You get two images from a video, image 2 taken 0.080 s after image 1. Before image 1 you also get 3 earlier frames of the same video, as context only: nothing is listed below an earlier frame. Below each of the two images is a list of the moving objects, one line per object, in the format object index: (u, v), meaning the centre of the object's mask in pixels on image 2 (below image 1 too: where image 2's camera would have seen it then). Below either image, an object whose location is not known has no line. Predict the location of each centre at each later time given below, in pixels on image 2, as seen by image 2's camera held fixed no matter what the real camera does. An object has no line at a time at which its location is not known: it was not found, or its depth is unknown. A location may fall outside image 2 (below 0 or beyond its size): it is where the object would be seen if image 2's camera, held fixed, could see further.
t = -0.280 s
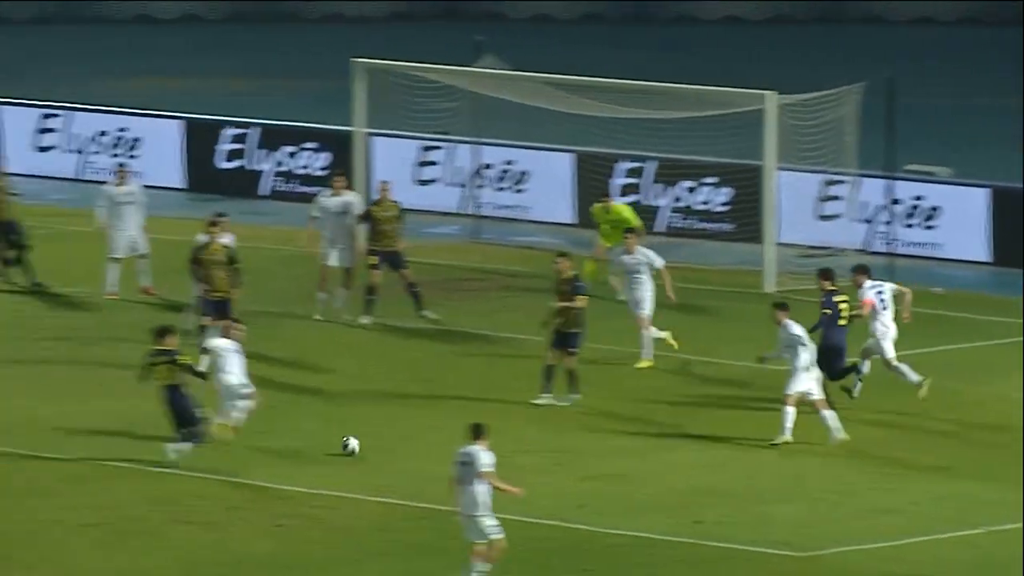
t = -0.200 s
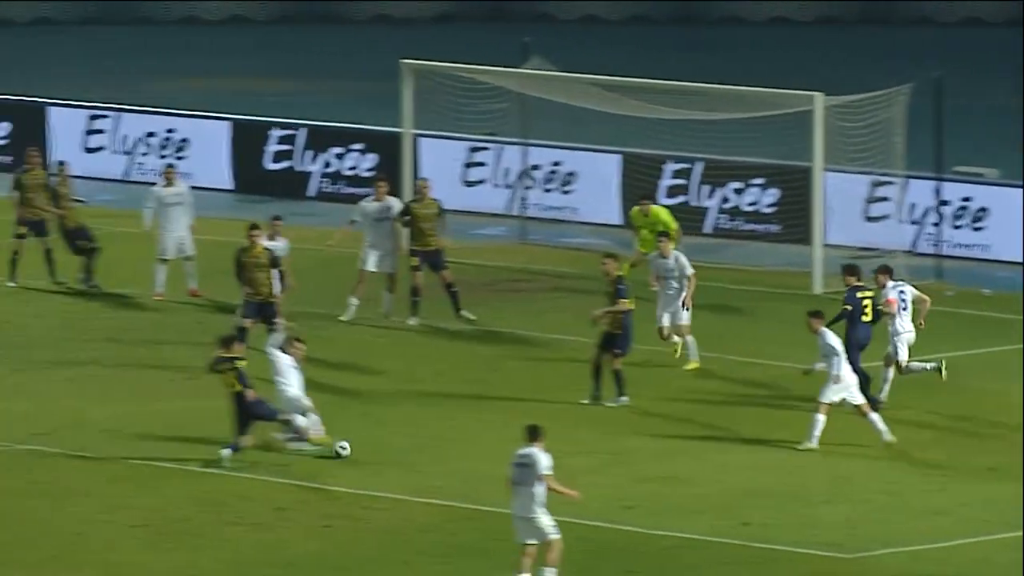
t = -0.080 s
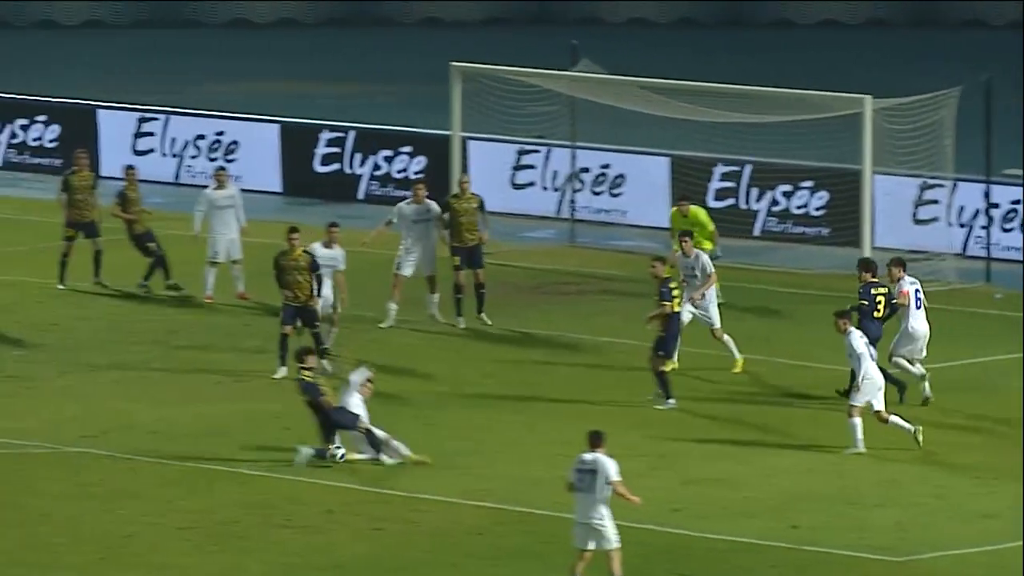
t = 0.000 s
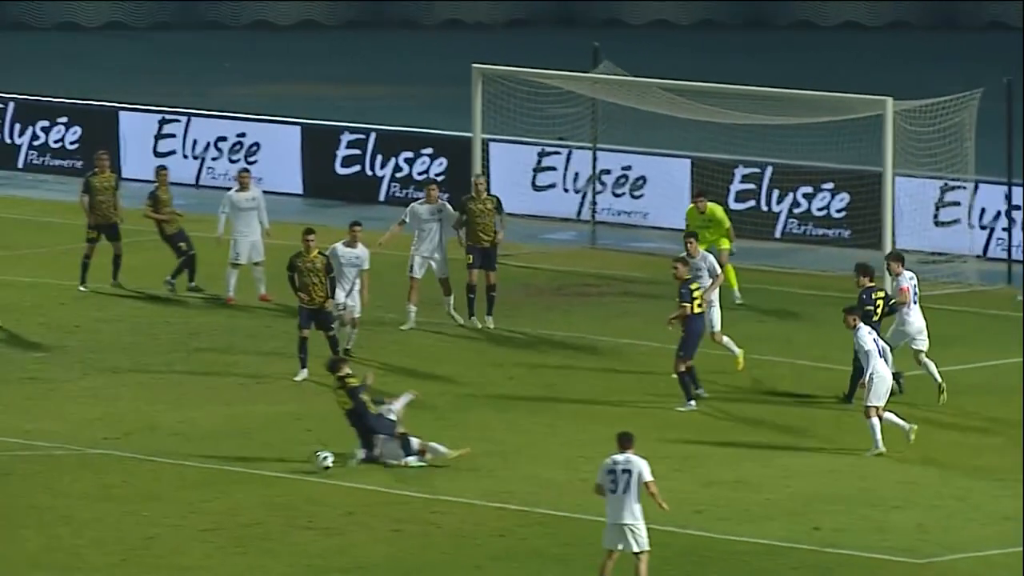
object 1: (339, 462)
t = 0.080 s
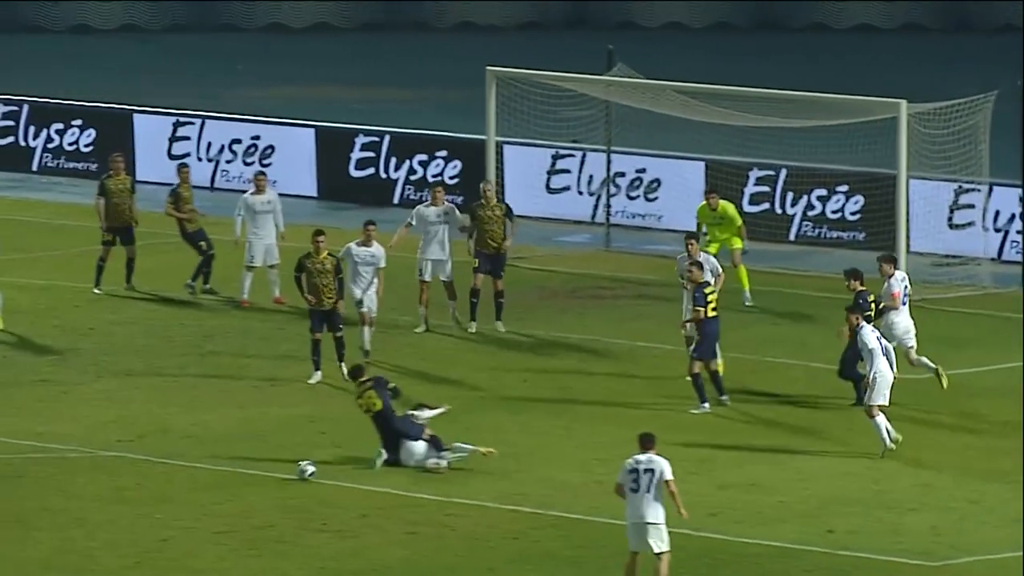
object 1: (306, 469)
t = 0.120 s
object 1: (289, 471)
